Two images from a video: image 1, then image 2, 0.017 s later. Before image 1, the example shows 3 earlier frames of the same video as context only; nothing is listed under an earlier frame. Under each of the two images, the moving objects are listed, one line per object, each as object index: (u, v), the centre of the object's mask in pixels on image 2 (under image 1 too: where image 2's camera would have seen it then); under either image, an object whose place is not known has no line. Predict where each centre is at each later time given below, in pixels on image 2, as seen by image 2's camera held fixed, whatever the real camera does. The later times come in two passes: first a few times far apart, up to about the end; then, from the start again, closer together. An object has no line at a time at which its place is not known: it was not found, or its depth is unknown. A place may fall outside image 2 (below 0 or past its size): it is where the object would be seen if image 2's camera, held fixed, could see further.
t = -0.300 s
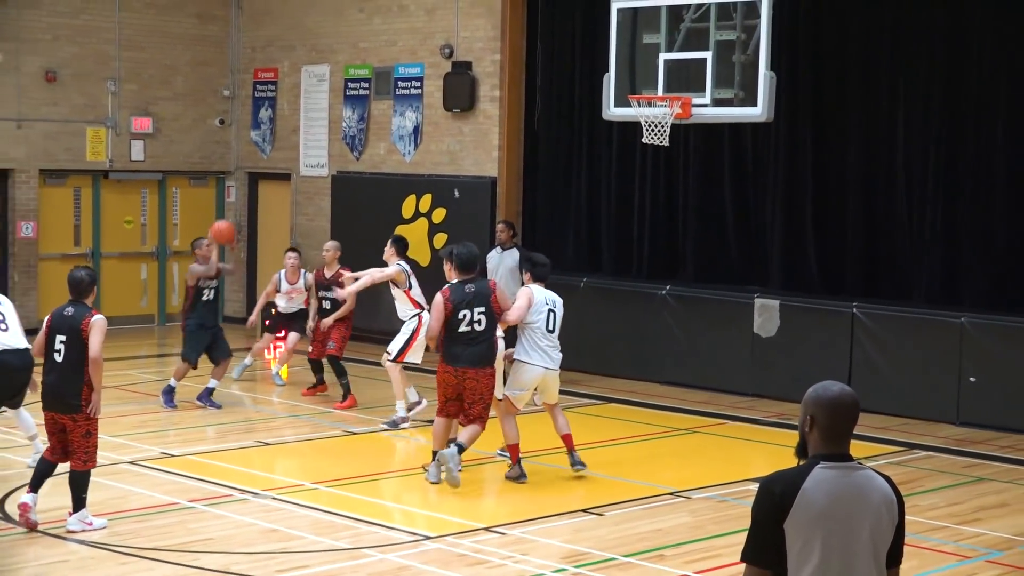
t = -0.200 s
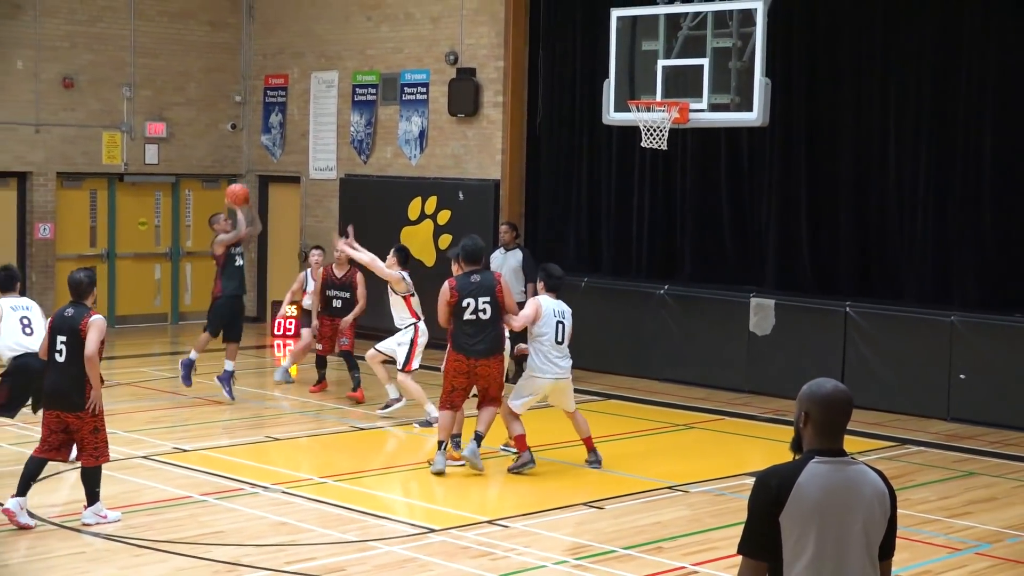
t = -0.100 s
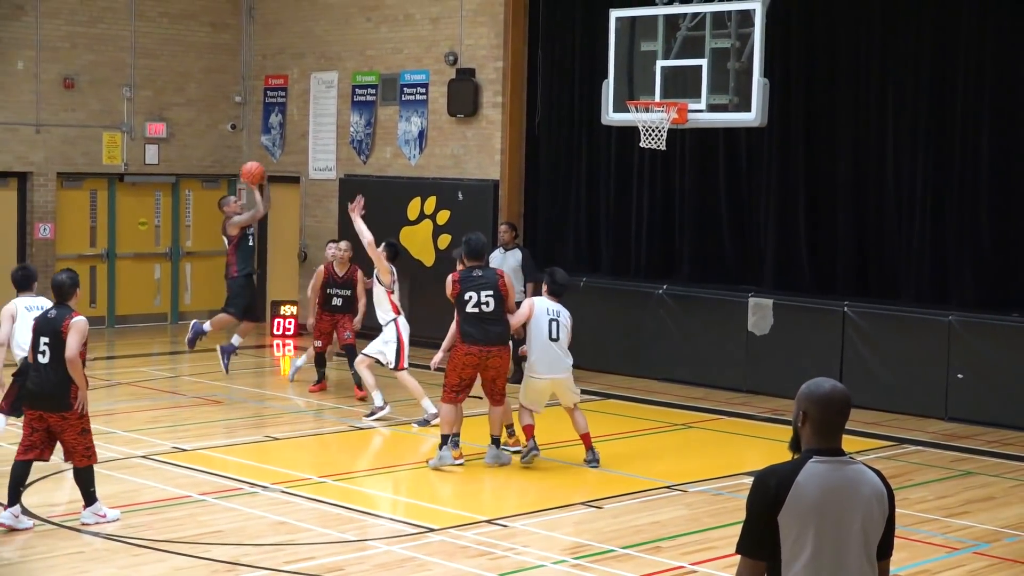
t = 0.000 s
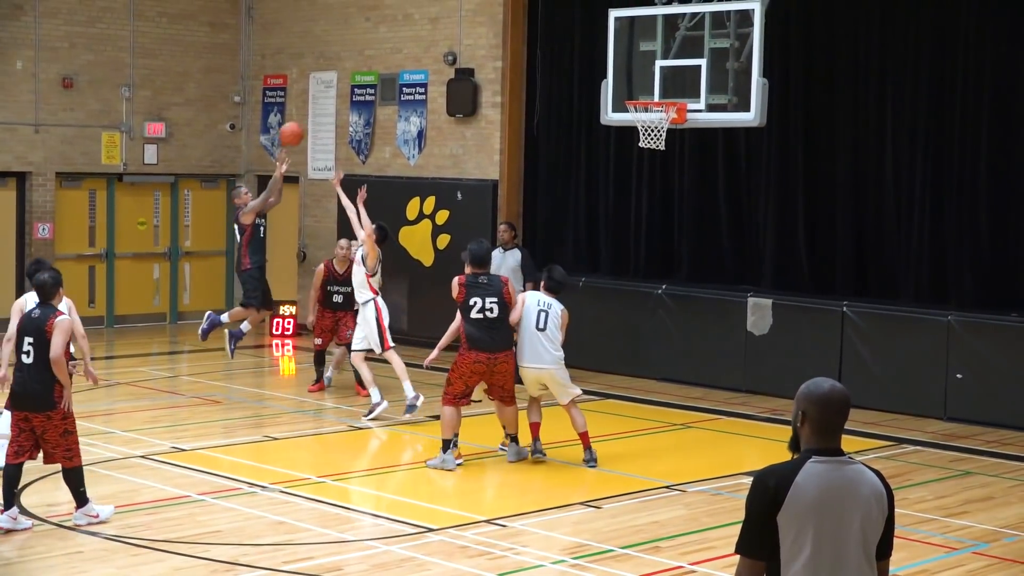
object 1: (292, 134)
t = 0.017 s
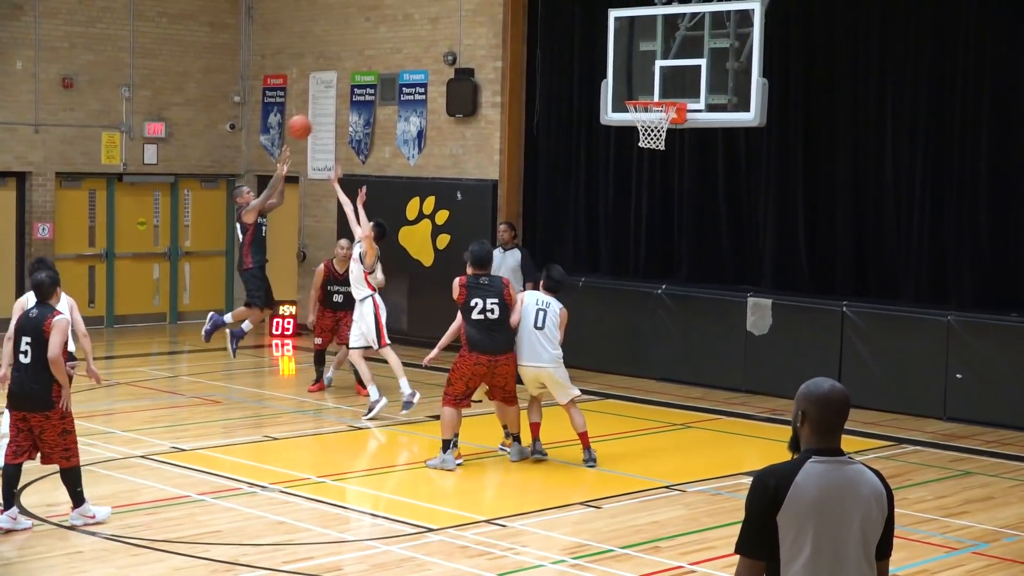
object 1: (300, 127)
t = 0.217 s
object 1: (401, 67)
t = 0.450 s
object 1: (521, 47)
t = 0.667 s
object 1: (633, 78)
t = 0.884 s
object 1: (670, 60)
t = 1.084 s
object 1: (671, 62)
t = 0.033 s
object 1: (308, 121)
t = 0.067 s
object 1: (325, 109)
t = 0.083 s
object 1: (333, 103)
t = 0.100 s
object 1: (341, 97)
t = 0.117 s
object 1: (350, 92)
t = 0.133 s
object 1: (359, 87)
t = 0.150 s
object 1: (367, 82)
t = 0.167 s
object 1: (376, 78)
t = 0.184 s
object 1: (385, 74)
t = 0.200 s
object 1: (393, 70)
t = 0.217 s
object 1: (401, 67)
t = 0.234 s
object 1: (410, 64)
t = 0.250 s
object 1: (419, 61)
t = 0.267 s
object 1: (427, 58)
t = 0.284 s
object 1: (436, 55)
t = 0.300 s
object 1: (445, 54)
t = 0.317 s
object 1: (453, 52)
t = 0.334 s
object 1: (461, 50)
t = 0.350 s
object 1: (470, 48)
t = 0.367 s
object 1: (479, 47)
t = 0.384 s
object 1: (487, 46)
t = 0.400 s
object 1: (495, 46)
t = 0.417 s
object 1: (504, 46)
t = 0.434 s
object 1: (512, 46)
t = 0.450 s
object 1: (521, 47)
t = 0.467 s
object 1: (530, 47)
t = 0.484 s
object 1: (538, 48)
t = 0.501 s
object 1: (547, 49)
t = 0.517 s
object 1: (555, 51)
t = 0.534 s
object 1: (564, 53)
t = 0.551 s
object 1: (573, 55)
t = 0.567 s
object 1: (581, 57)
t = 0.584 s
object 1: (590, 60)
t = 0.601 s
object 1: (597, 63)
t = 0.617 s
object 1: (607, 66)
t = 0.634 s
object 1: (616, 69)
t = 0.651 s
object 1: (624, 74)
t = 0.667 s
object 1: (633, 78)
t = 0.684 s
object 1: (641, 82)
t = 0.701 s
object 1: (649, 87)
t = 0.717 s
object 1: (657, 90)
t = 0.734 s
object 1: (662, 87)
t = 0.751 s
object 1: (666, 83)
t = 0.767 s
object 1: (669, 80)
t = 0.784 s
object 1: (669, 76)
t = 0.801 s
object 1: (669, 73)
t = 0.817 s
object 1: (669, 70)
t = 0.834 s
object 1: (669, 67)
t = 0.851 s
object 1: (669, 65)
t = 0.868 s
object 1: (669, 63)
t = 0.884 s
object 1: (670, 60)
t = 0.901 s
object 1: (670, 59)
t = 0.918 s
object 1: (670, 58)
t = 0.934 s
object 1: (670, 57)
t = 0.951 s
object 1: (670, 56)
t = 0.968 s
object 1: (670, 56)
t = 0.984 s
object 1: (670, 56)
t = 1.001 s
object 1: (670, 56)
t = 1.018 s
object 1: (671, 57)
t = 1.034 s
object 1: (671, 58)
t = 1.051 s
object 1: (671, 59)
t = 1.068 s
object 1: (671, 60)
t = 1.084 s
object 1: (671, 62)
